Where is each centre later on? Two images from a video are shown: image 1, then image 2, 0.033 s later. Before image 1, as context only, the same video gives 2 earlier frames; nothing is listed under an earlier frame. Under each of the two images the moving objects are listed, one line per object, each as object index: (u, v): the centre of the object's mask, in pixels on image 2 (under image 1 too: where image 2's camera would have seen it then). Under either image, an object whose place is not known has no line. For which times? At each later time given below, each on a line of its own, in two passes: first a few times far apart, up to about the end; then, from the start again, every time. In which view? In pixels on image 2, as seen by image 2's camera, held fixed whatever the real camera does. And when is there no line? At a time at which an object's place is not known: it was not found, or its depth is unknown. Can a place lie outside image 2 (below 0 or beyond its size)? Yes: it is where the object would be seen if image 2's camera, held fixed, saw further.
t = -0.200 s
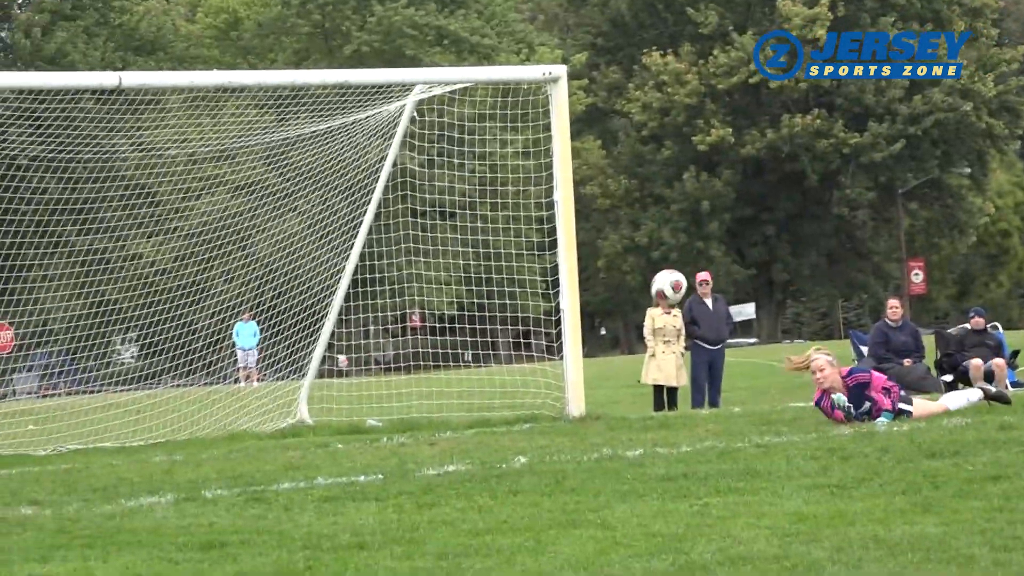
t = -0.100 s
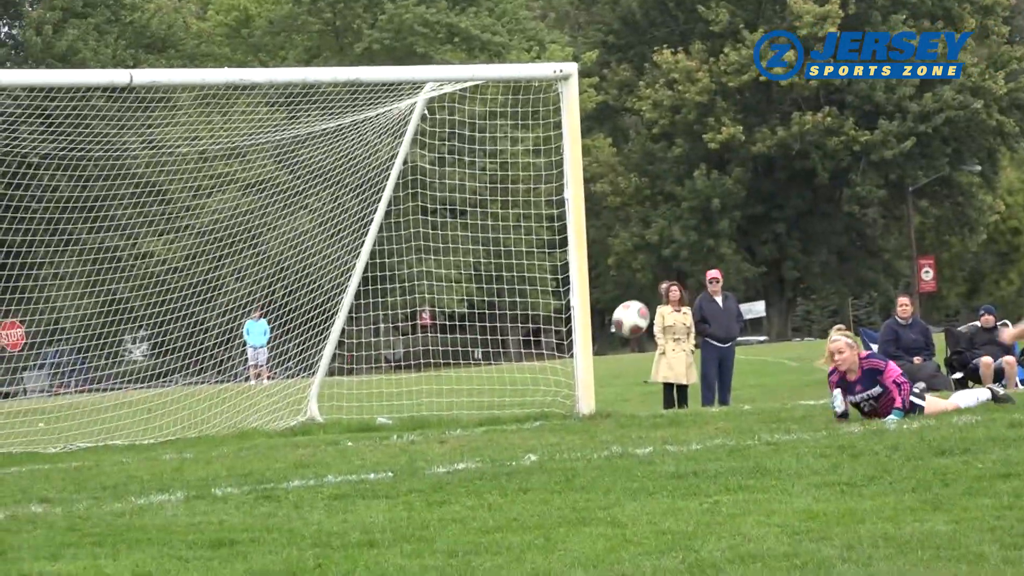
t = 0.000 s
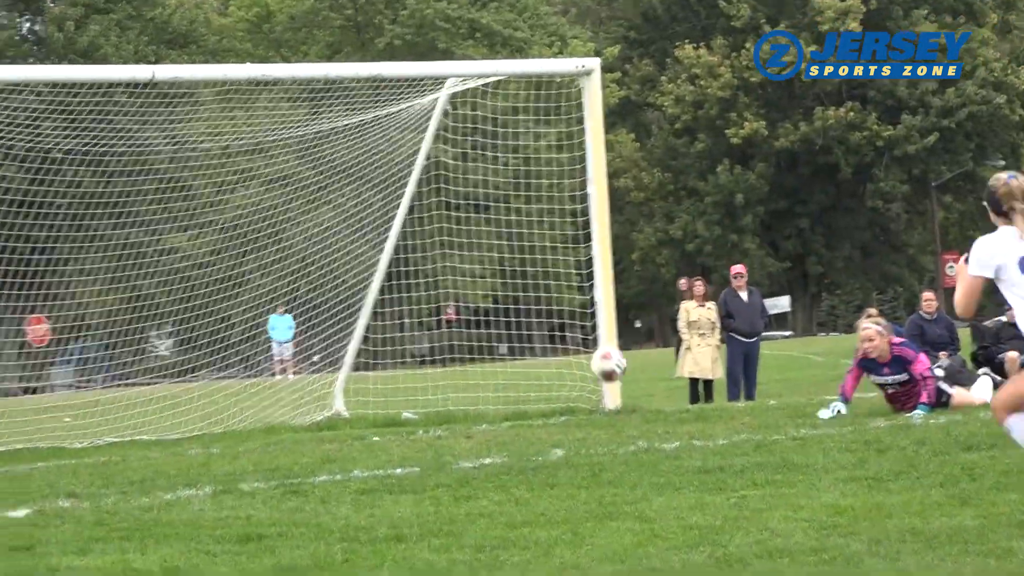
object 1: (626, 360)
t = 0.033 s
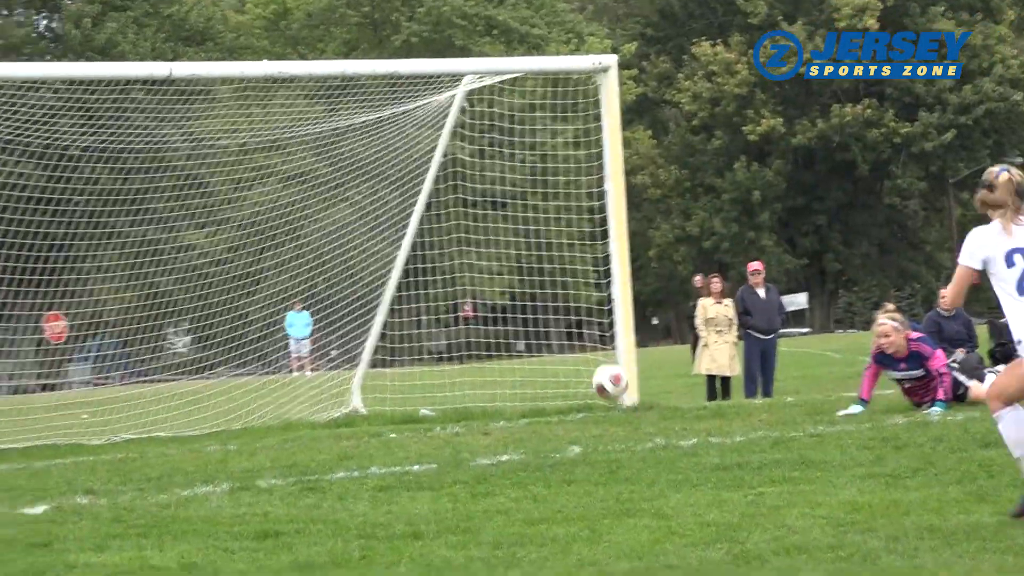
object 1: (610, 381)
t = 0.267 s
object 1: (493, 371)
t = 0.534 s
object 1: (357, 380)
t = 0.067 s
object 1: (594, 403)
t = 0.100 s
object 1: (579, 418)
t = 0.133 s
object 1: (561, 408)
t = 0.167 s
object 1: (544, 396)
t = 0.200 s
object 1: (527, 386)
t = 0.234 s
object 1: (510, 378)
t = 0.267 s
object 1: (493, 371)
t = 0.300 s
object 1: (476, 366)
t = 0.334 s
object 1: (459, 362)
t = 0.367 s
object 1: (442, 361)
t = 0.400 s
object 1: (425, 361)
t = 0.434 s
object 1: (408, 363)
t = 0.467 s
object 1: (391, 367)
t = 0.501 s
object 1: (375, 372)
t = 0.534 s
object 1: (357, 380)
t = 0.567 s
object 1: (341, 388)
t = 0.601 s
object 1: (324, 400)
